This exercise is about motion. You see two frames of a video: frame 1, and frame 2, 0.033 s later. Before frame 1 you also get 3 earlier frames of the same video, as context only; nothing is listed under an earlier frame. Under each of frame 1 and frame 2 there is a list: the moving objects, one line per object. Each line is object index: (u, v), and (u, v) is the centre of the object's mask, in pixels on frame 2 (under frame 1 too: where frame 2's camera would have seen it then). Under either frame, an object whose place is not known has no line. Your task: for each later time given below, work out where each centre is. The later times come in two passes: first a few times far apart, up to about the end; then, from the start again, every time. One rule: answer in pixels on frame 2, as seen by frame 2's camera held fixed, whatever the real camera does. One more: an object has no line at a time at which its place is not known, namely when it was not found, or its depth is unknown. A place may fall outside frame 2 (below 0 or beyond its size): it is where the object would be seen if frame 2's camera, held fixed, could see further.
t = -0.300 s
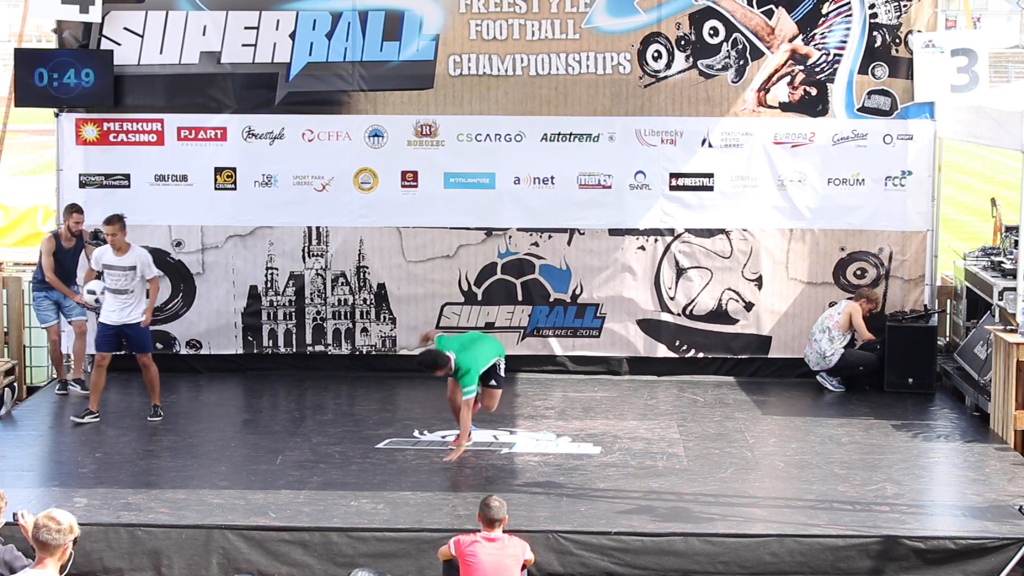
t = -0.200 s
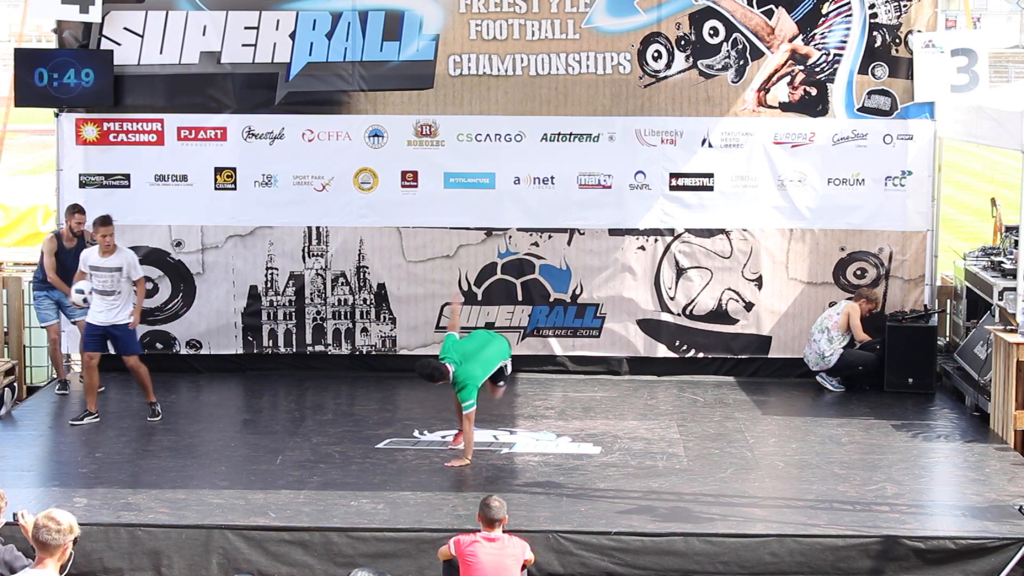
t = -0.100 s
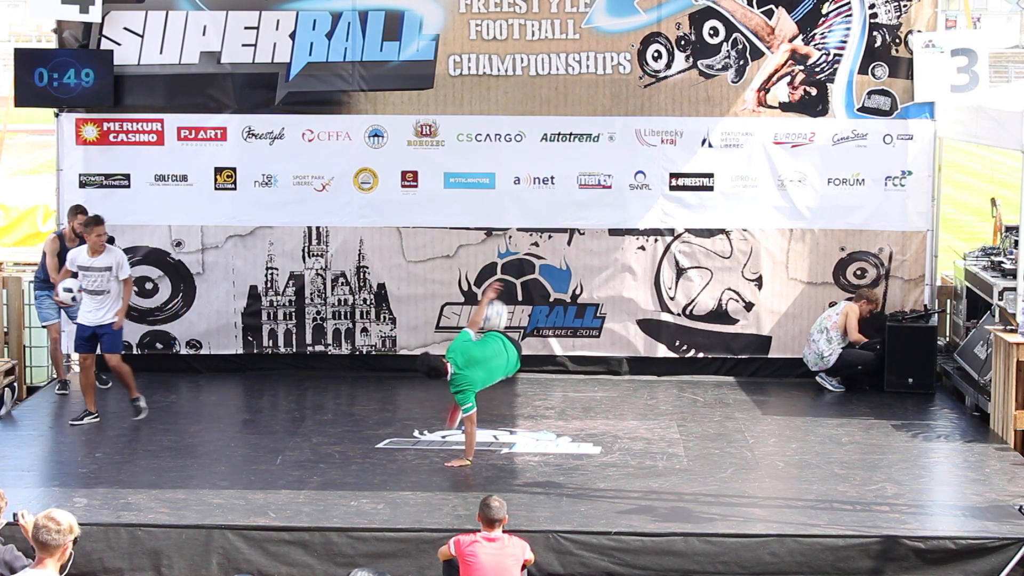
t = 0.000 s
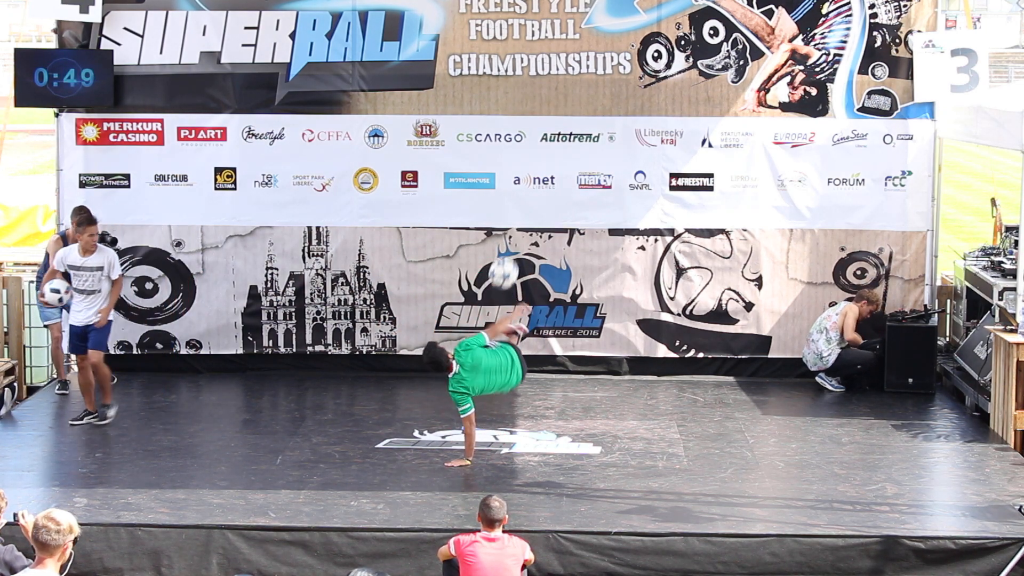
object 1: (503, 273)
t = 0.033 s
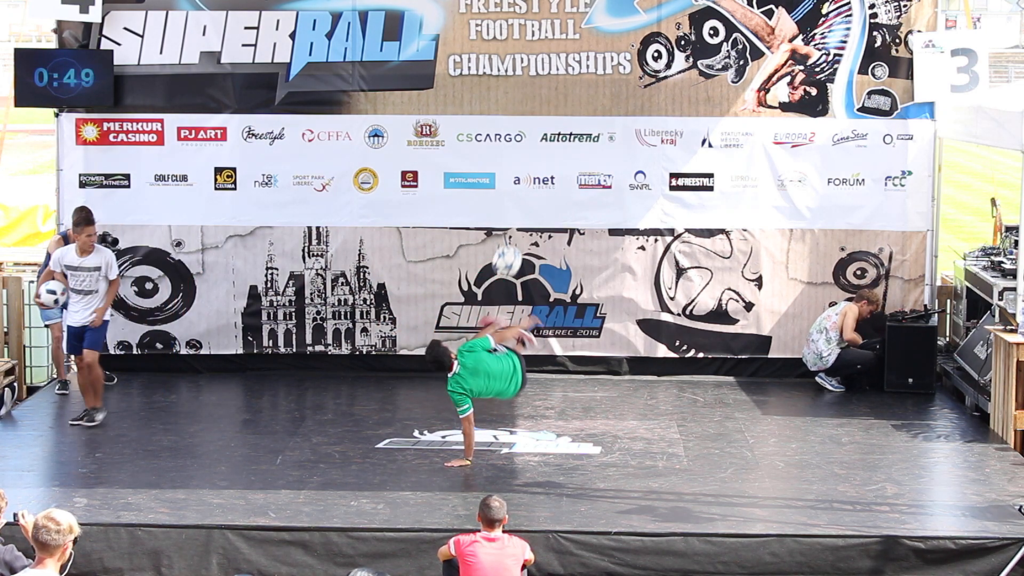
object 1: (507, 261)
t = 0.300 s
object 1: (535, 215)
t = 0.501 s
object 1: (556, 239)
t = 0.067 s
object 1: (510, 251)
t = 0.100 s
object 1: (513, 242)
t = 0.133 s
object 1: (517, 235)
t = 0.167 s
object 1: (521, 227)
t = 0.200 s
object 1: (524, 222)
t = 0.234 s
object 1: (528, 218)
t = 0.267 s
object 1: (531, 216)
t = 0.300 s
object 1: (535, 215)
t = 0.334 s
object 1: (539, 216)
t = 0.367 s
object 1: (542, 218)
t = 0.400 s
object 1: (546, 221)
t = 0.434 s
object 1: (549, 226)
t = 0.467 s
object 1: (553, 232)
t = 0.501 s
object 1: (556, 239)
